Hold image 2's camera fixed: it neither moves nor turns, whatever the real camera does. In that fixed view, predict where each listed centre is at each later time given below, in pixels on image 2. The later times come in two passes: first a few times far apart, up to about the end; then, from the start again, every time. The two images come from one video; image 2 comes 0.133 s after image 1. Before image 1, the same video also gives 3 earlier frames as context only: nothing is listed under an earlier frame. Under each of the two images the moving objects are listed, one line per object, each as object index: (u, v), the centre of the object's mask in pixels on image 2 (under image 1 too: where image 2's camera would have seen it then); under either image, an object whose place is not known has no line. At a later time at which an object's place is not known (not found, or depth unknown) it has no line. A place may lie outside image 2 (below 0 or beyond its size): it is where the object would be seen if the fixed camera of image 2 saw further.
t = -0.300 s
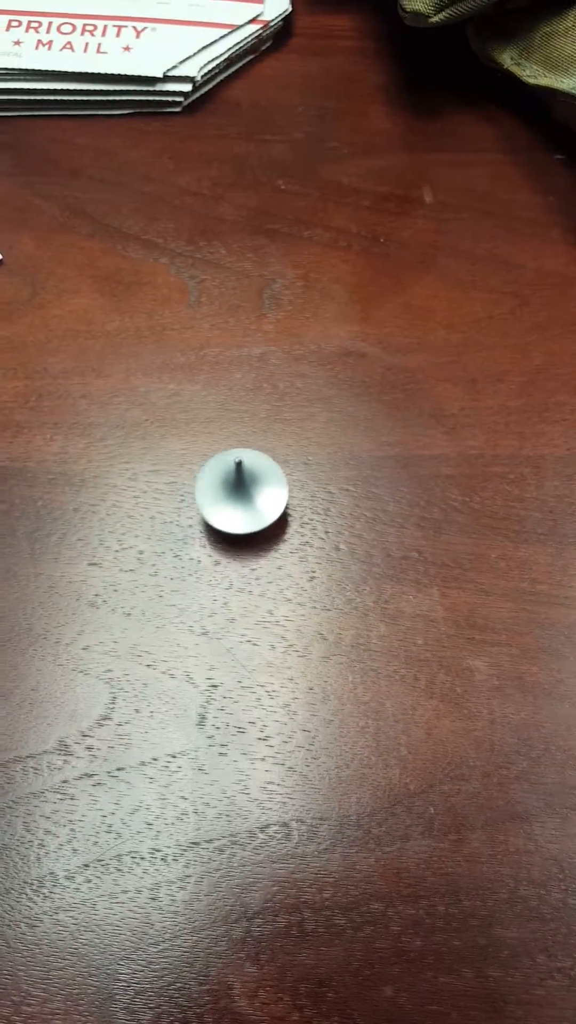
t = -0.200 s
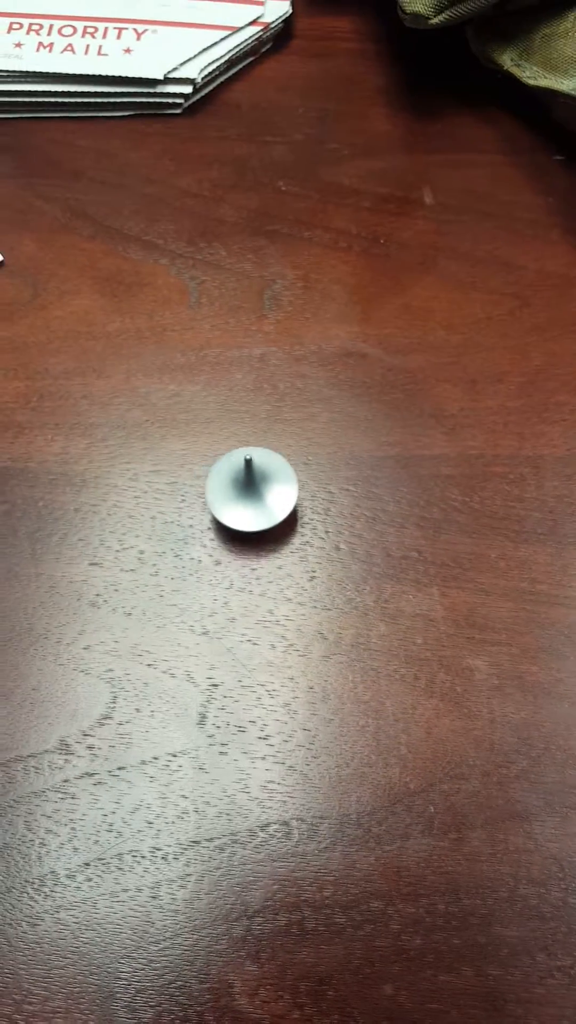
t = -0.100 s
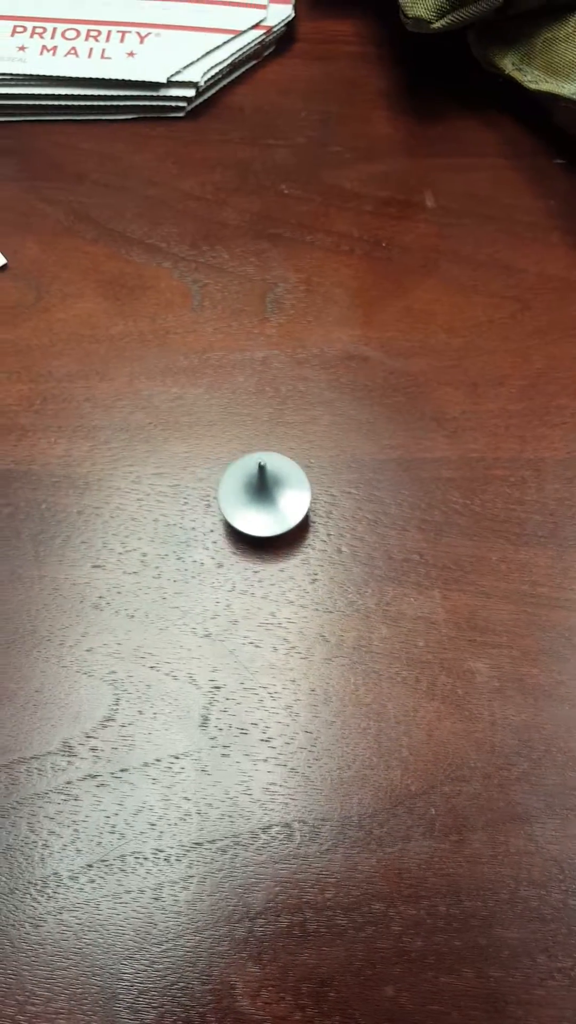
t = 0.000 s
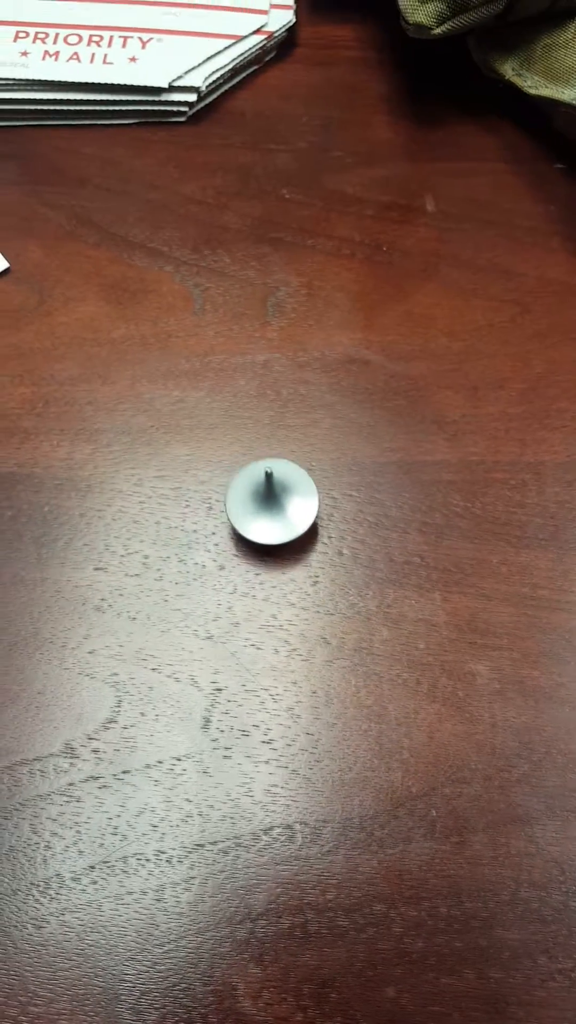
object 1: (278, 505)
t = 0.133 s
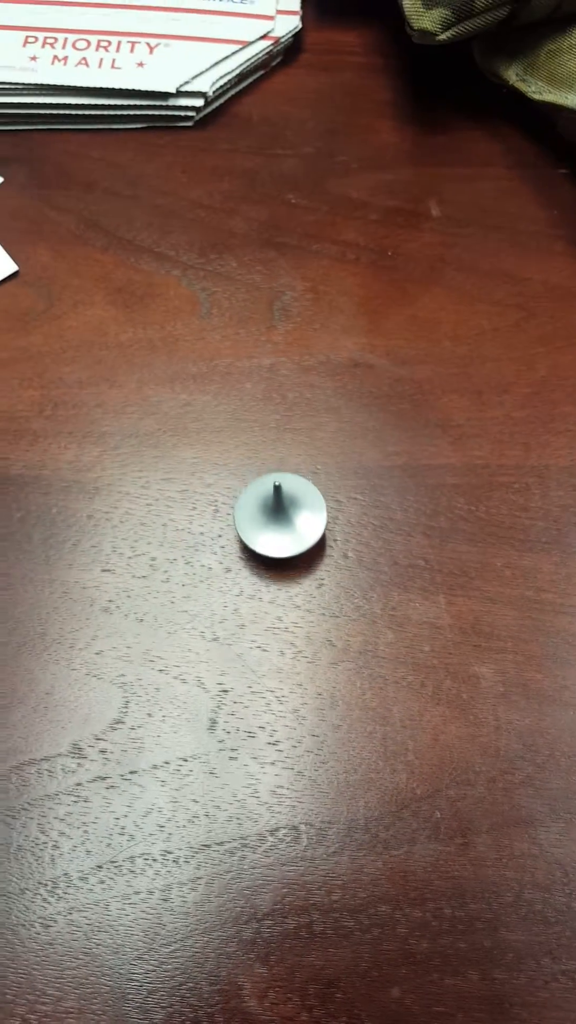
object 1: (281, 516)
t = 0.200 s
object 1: (279, 522)
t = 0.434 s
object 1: (259, 541)
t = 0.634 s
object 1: (232, 542)
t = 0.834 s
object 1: (210, 528)
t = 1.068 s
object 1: (205, 502)
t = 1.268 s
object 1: (216, 488)
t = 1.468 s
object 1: (229, 490)
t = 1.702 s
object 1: (232, 509)
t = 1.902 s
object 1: (219, 525)
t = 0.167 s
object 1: (280, 519)
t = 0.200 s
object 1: (279, 522)
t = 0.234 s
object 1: (278, 526)
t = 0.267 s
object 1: (276, 529)
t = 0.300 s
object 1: (273, 532)
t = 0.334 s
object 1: (270, 535)
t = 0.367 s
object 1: (267, 537)
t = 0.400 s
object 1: (263, 540)
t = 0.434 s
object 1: (259, 541)
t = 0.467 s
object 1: (255, 543)
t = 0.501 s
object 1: (250, 544)
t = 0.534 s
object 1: (246, 544)
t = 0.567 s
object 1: (241, 544)
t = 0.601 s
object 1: (236, 543)
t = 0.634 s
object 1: (232, 542)
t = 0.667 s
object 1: (228, 541)
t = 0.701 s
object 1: (224, 539)
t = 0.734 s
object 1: (219, 537)
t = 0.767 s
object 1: (216, 534)
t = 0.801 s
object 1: (213, 531)
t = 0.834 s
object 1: (210, 528)
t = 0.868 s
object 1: (208, 524)
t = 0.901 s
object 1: (206, 521)
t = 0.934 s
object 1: (205, 517)
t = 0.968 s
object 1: (204, 513)
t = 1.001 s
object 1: (204, 509)
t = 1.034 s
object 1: (204, 505)
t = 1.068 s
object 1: (205, 502)
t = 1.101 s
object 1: (206, 498)
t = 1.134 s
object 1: (208, 495)
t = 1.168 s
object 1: (209, 493)
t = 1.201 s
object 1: (212, 491)
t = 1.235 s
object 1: (214, 489)
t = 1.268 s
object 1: (216, 488)
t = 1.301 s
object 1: (219, 487)
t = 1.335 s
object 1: (221, 487)
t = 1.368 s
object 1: (223, 487)
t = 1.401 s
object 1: (225, 487)
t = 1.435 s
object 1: (227, 488)
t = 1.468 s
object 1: (229, 490)
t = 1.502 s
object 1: (231, 492)
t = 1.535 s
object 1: (232, 494)
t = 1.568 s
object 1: (233, 497)
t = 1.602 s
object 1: (233, 500)
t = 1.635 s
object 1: (233, 503)
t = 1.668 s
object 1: (233, 506)
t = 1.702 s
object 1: (232, 509)
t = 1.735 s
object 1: (231, 512)
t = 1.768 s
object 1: (229, 515)
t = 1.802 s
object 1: (227, 518)
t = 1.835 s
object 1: (225, 521)
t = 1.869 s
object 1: (223, 523)
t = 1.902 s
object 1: (219, 525)
